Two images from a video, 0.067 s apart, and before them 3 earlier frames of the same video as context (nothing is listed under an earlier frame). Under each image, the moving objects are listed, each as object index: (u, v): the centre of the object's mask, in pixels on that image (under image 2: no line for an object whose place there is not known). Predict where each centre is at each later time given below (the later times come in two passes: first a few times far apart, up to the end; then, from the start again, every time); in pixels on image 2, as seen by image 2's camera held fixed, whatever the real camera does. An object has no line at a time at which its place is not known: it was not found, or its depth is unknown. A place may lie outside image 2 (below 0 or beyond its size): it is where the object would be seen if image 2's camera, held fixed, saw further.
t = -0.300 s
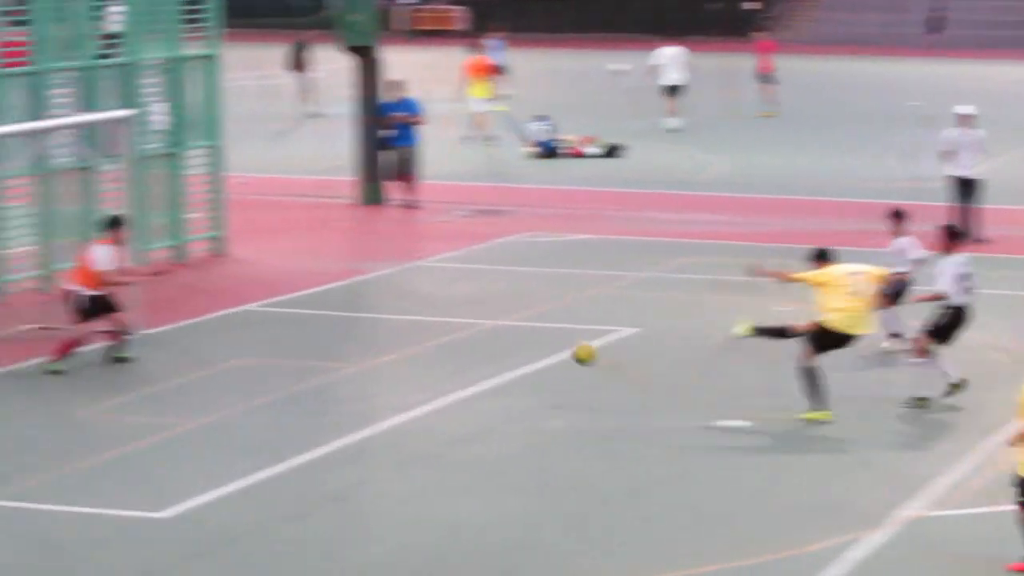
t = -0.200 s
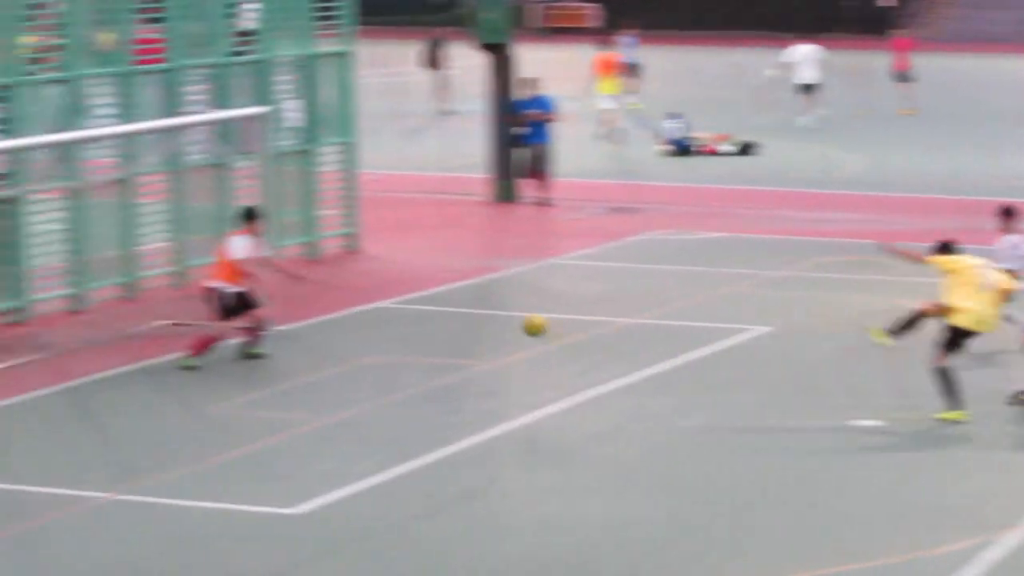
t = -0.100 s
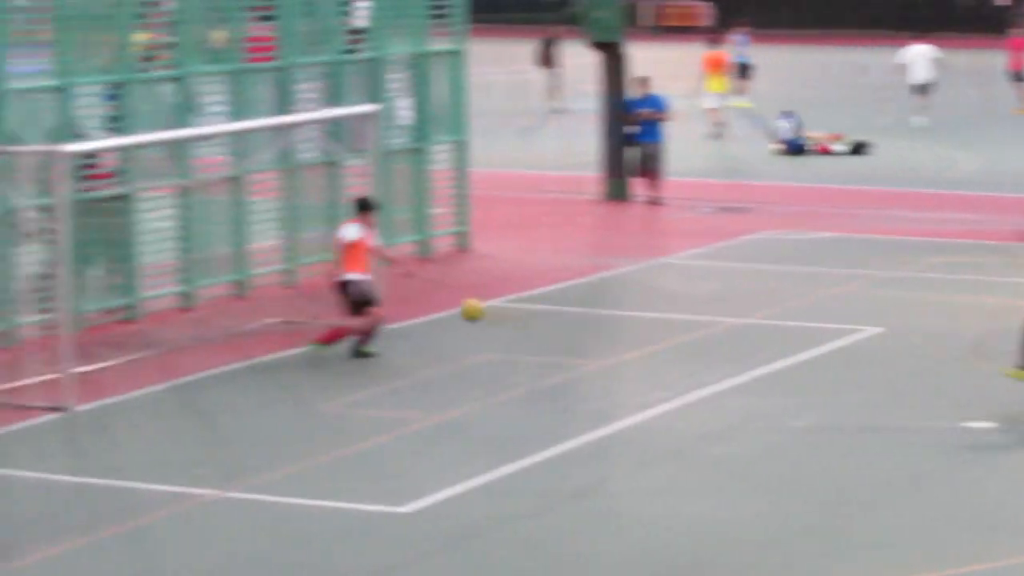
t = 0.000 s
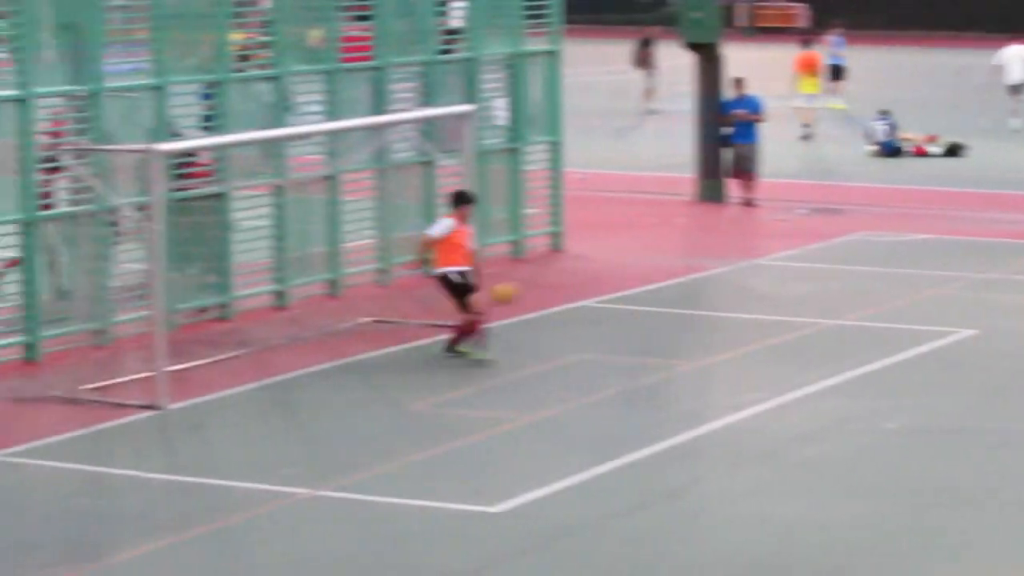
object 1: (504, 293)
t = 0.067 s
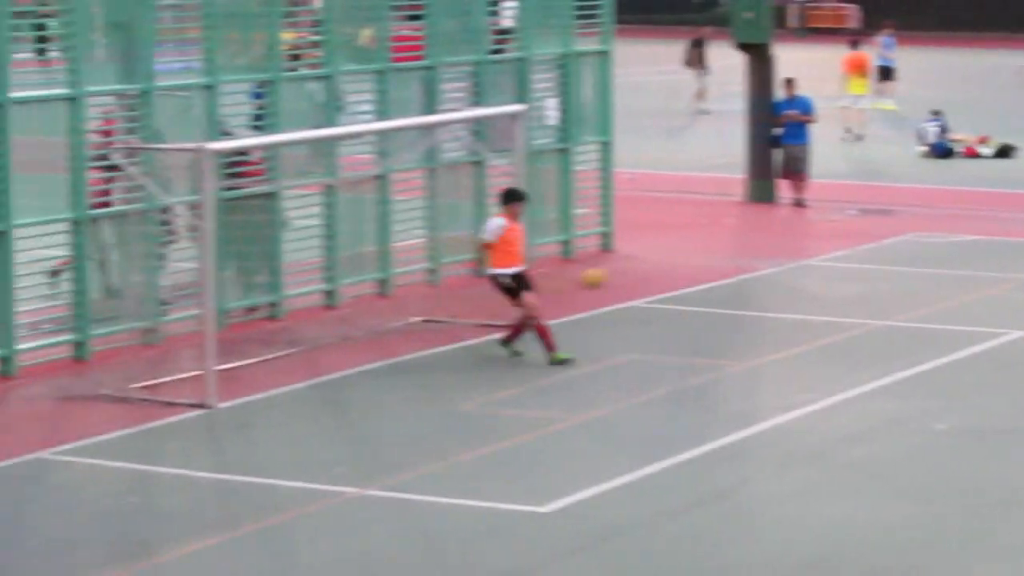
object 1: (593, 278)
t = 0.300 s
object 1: (721, 262)
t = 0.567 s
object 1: (846, 310)
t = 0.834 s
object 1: (923, 268)
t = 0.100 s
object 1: (614, 271)
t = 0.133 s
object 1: (632, 267)
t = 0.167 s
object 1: (651, 264)
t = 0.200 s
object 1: (670, 262)
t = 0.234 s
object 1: (687, 262)
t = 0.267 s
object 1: (705, 262)
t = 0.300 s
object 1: (721, 262)
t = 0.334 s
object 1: (737, 265)
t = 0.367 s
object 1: (754, 269)
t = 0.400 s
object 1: (770, 274)
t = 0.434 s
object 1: (786, 280)
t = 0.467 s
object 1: (802, 287)
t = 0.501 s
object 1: (817, 295)
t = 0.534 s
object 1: (832, 304)
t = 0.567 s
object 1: (846, 310)
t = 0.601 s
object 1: (856, 301)
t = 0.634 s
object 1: (866, 293)
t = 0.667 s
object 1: (875, 286)
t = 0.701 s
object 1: (885, 281)
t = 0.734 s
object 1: (894, 275)
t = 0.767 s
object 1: (903, 272)
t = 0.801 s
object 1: (913, 269)
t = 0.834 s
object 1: (923, 268)
